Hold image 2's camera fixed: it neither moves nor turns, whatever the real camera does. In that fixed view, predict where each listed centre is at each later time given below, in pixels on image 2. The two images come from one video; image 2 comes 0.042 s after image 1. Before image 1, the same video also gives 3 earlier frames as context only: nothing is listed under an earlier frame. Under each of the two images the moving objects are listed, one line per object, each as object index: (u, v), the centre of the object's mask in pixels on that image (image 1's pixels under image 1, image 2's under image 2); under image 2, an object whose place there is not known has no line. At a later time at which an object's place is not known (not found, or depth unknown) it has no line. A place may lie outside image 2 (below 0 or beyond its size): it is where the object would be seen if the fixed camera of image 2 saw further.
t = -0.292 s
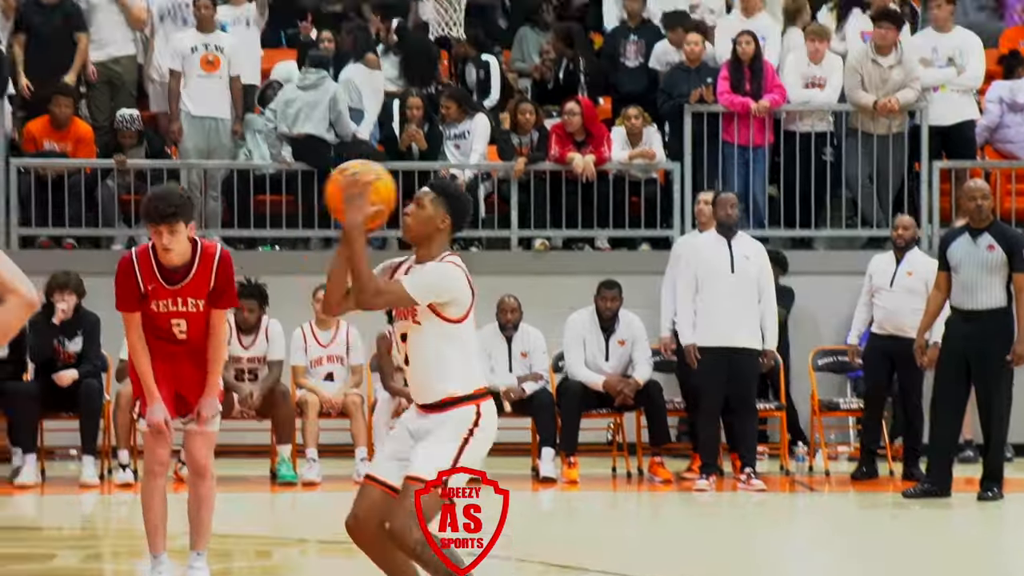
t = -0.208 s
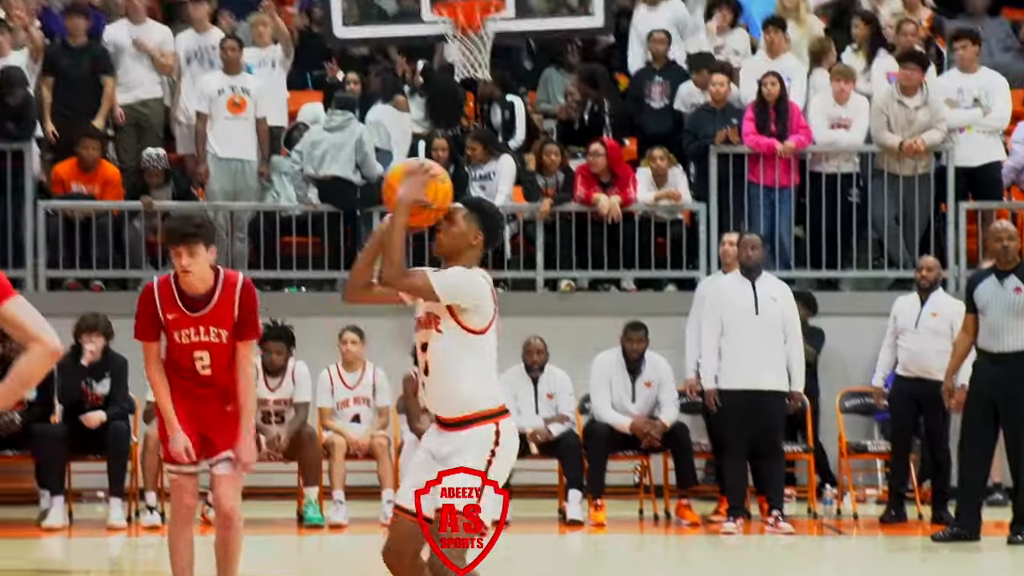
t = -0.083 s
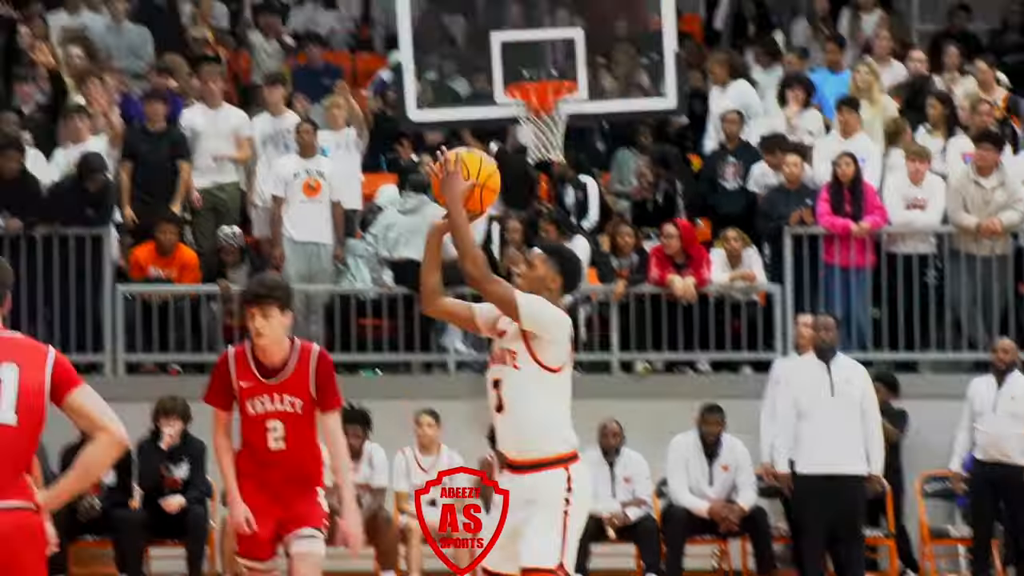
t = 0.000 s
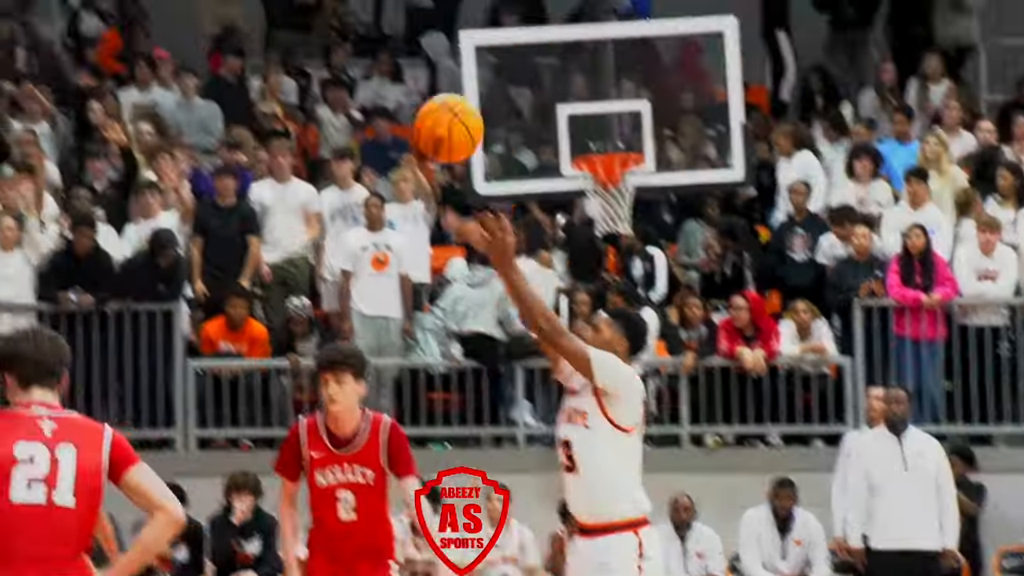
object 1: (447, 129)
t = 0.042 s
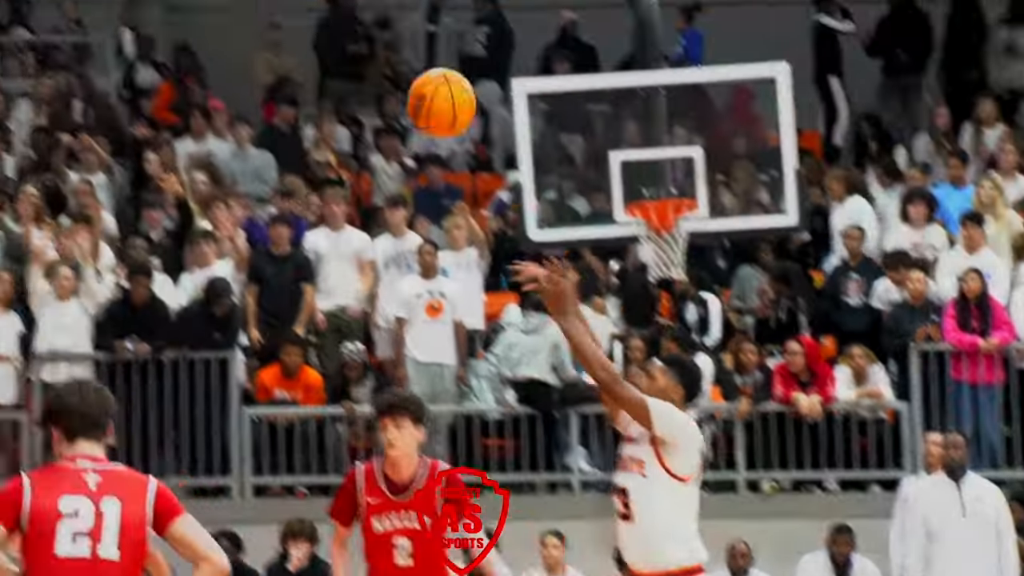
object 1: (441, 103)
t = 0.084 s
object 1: (402, 58)
